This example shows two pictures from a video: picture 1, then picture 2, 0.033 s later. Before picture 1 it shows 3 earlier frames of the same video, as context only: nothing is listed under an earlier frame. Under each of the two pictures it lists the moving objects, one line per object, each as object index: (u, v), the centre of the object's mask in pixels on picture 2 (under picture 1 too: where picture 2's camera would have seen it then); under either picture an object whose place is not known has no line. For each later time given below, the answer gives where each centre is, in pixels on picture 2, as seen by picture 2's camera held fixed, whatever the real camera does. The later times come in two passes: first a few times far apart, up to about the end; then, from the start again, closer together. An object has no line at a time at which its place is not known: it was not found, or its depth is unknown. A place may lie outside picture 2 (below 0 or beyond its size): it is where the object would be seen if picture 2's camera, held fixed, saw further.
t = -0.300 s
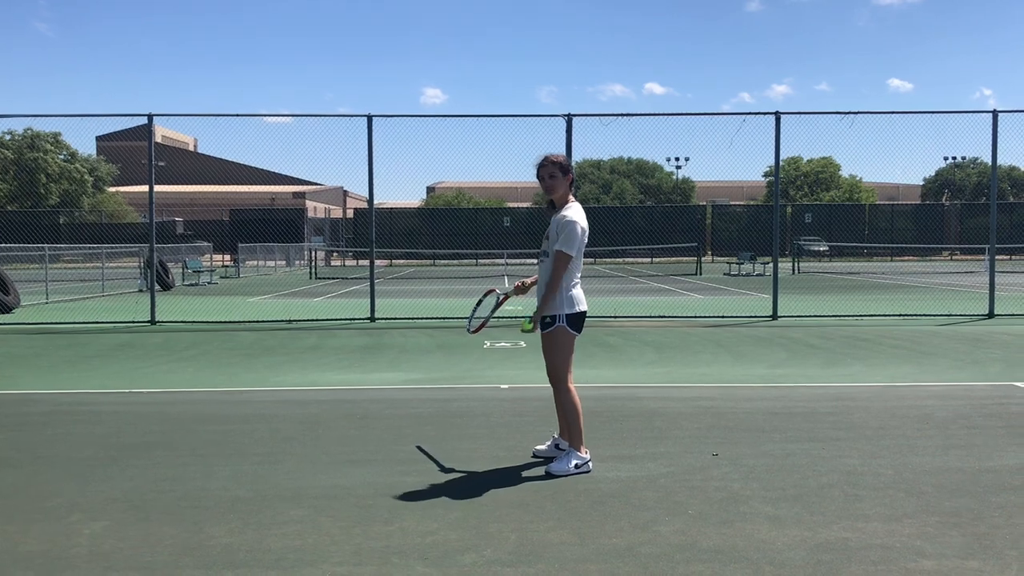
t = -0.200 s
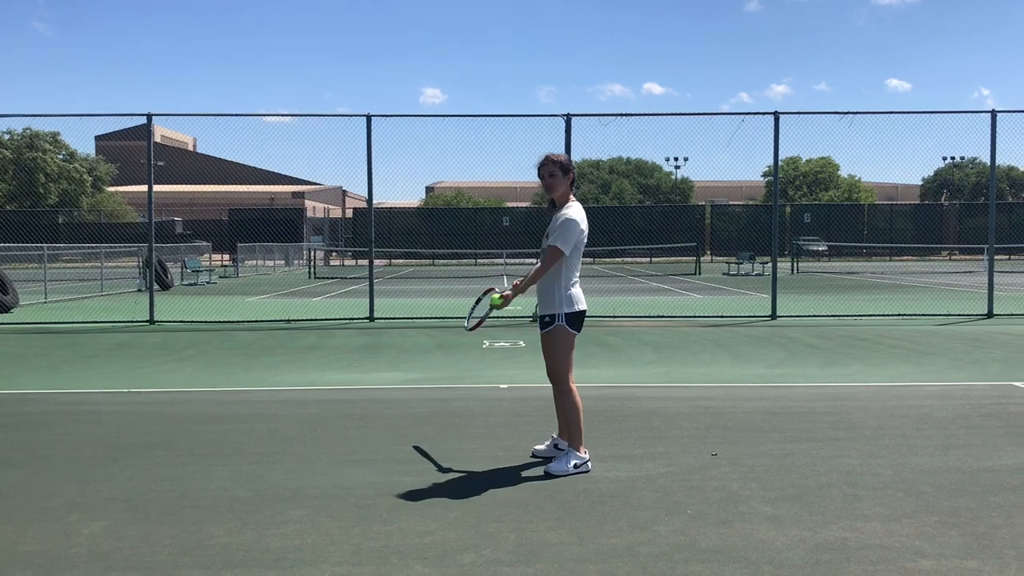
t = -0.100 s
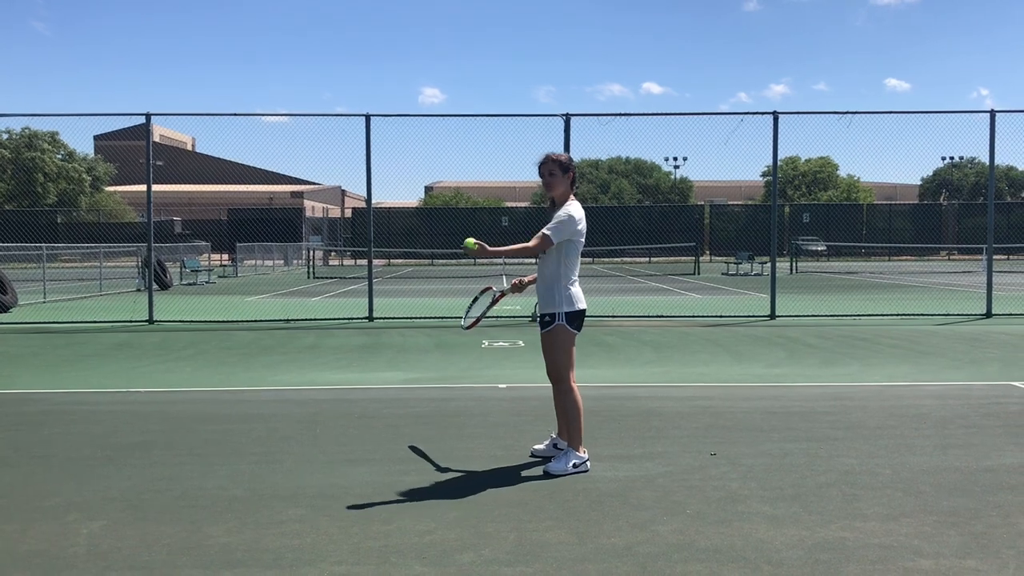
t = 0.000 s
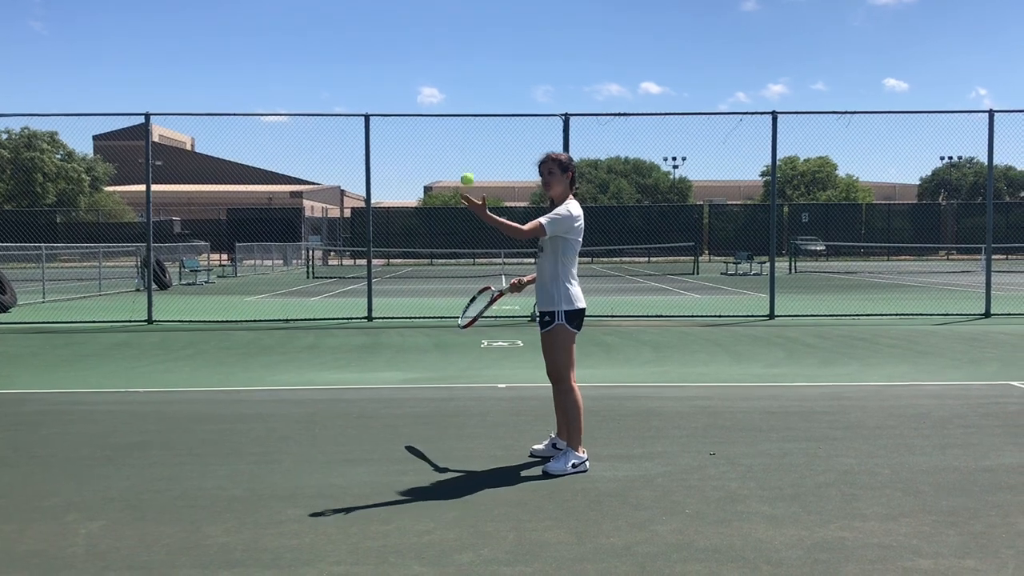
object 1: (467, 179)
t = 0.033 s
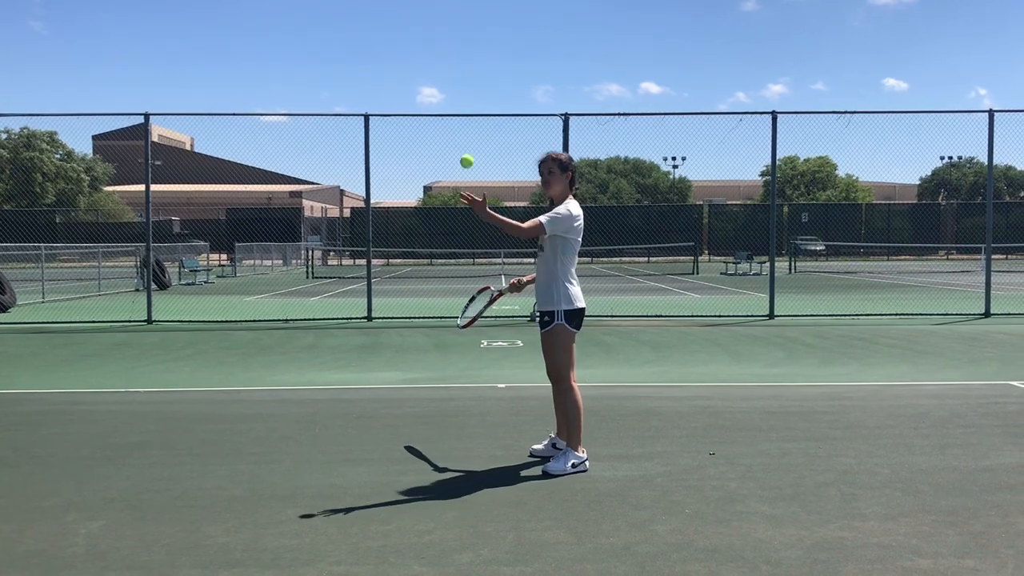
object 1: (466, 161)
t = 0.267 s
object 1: (463, 102)
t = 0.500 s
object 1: (456, 155)
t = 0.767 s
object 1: (446, 343)
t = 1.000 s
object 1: (436, 372)
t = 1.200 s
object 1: (429, 284)
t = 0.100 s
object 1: (466, 133)
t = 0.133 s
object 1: (465, 122)
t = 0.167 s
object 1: (465, 113)
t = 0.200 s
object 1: (464, 107)
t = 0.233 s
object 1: (464, 103)
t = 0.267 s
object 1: (463, 102)
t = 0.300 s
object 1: (462, 102)
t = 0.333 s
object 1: (461, 106)
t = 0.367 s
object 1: (461, 111)
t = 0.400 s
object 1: (460, 119)
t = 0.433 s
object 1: (458, 129)
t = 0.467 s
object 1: (457, 141)
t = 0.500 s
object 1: (456, 155)
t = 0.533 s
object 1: (455, 172)
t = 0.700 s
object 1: (449, 284)
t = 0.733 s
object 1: (447, 312)
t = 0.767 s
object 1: (446, 343)
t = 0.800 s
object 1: (444, 375)
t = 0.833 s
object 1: (442, 409)
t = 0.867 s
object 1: (441, 445)
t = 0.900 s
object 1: (439, 446)
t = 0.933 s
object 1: (438, 419)
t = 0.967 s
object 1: (437, 395)
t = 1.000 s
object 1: (436, 372)
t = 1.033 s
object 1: (435, 352)
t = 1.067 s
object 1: (434, 334)
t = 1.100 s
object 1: (433, 318)
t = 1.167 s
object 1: (430, 293)
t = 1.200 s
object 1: (429, 284)
